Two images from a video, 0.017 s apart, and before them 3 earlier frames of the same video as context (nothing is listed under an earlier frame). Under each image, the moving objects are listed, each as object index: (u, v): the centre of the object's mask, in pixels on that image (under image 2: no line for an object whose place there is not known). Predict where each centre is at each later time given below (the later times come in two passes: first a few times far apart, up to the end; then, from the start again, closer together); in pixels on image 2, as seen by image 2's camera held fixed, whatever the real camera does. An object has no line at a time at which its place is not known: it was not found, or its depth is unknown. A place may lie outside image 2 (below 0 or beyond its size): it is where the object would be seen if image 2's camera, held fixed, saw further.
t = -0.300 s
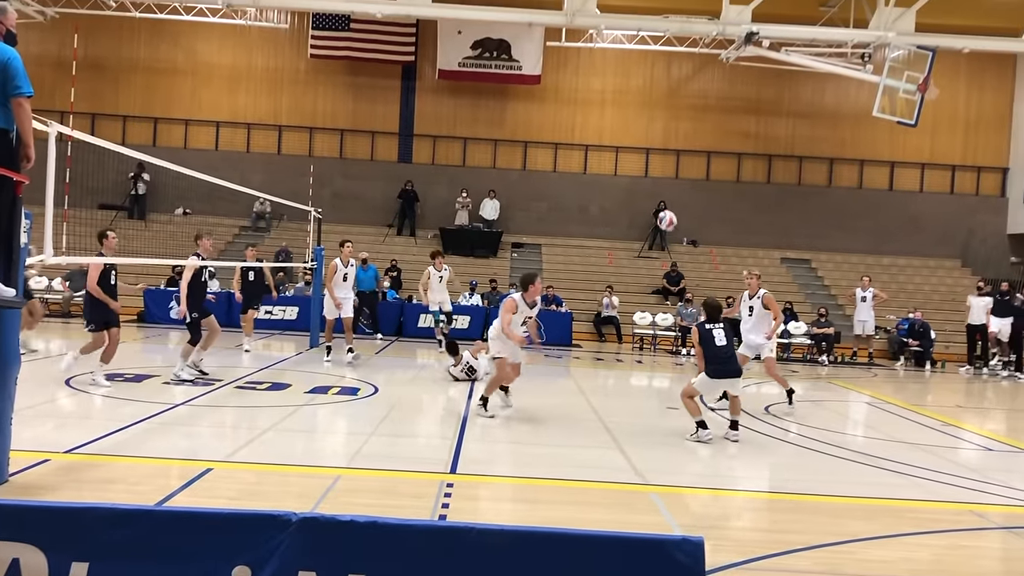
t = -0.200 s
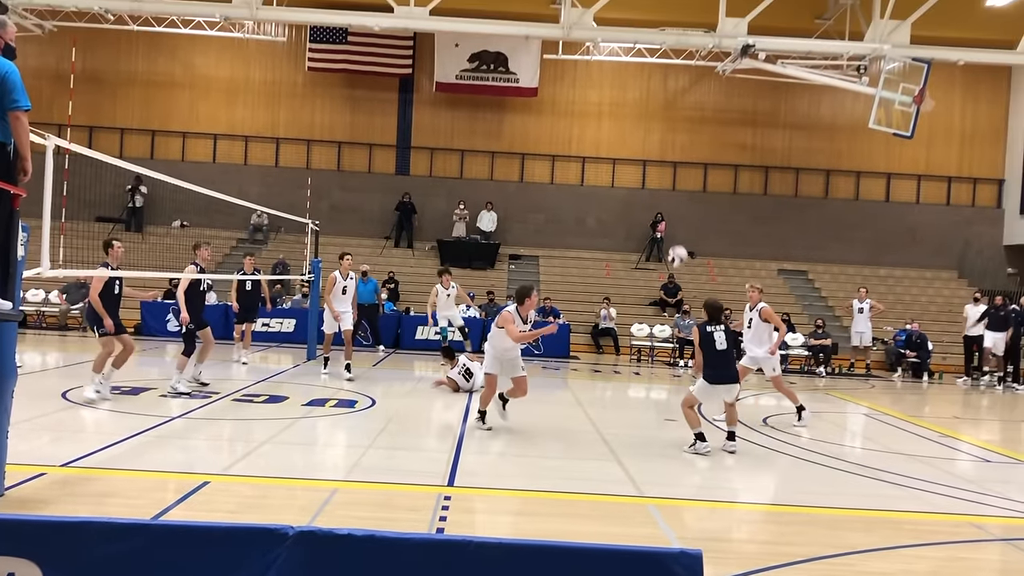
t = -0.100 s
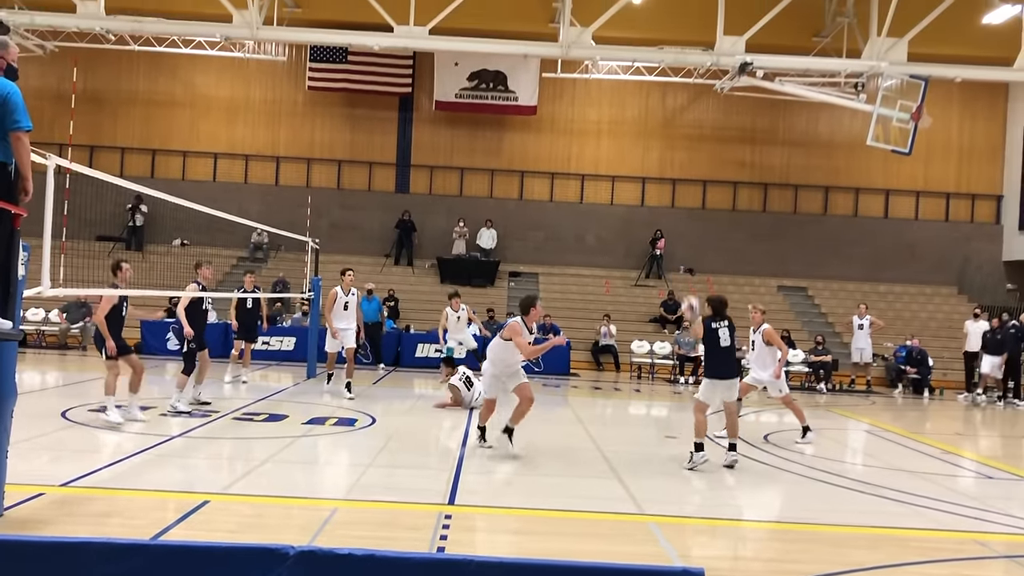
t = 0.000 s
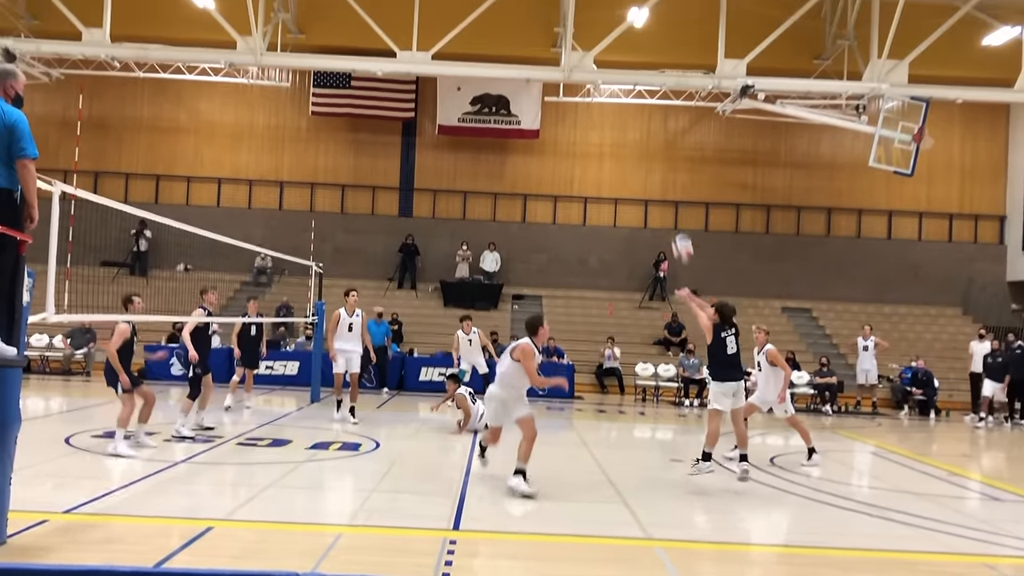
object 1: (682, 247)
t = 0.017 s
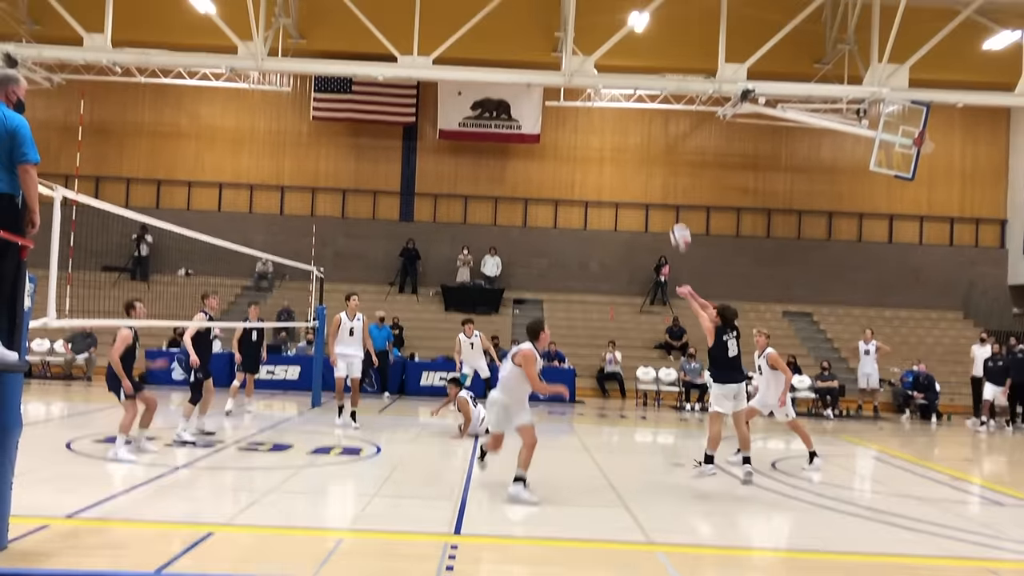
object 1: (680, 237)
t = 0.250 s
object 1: (636, 41)
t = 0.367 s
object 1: (612, -38)
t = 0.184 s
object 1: (648, 91)
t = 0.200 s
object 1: (645, 76)
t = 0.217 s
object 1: (643, 65)
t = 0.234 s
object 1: (639, 52)
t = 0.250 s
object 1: (636, 41)
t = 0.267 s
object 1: (631, 29)
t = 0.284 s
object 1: (628, 16)
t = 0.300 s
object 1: (625, 4)
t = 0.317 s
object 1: (622, -6)
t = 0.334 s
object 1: (618, -17)
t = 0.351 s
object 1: (615, -28)
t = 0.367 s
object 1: (612, -38)
